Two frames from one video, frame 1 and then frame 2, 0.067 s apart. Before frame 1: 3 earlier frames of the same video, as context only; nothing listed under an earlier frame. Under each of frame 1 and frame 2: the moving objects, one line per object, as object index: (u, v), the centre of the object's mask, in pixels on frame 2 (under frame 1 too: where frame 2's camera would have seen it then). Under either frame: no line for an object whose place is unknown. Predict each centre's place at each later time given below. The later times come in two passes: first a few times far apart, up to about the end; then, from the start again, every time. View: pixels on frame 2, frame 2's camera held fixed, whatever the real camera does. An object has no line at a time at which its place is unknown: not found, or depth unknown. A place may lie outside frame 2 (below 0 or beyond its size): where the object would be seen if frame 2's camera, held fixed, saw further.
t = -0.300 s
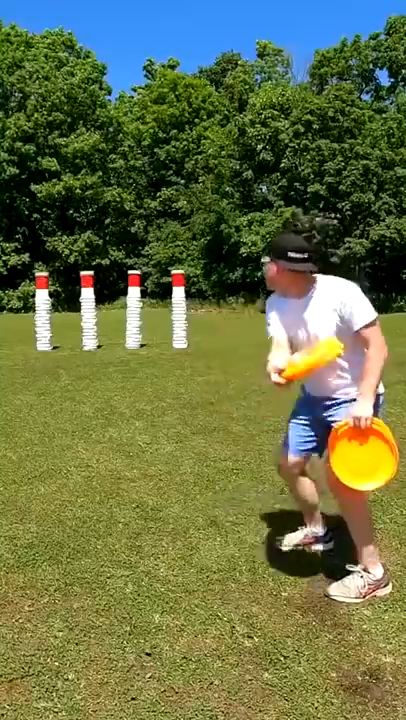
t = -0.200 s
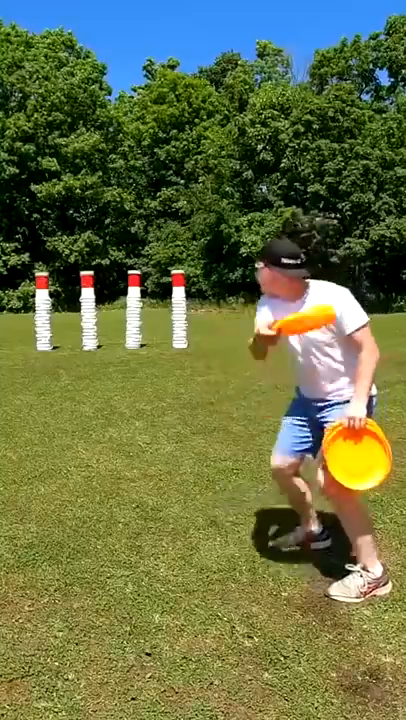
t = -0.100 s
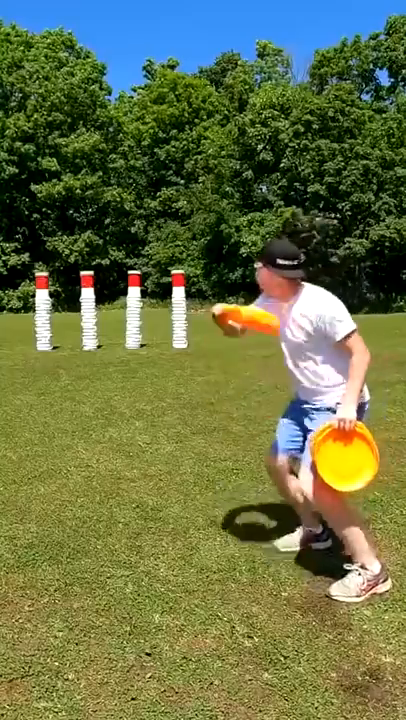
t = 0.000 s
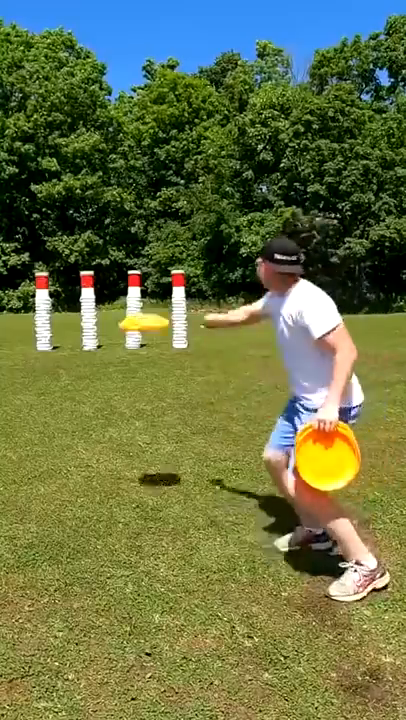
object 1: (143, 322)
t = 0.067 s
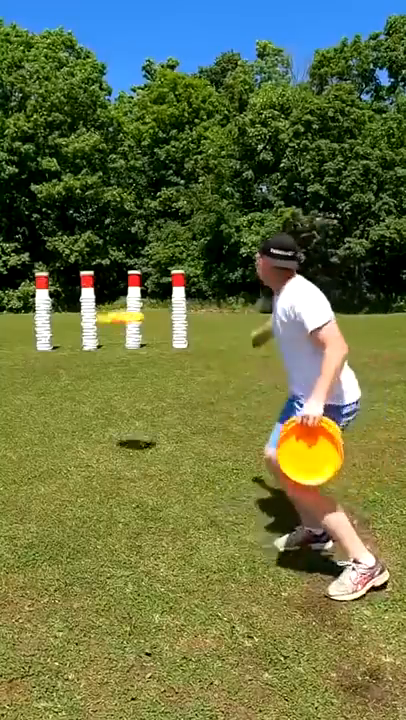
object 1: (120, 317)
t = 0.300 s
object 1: (84, 301)
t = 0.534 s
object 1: (54, 291)
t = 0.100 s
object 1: (110, 315)
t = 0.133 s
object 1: (107, 313)
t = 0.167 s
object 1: (103, 310)
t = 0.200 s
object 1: (98, 308)
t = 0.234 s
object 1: (90, 306)
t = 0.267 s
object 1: (87, 304)
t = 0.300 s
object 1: (84, 301)
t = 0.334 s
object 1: (80, 300)
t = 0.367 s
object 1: (65, 299)
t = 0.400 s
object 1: (62, 297)
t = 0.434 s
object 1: (59, 296)
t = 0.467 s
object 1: (57, 294)
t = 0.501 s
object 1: (55, 293)
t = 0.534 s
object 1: (54, 291)
